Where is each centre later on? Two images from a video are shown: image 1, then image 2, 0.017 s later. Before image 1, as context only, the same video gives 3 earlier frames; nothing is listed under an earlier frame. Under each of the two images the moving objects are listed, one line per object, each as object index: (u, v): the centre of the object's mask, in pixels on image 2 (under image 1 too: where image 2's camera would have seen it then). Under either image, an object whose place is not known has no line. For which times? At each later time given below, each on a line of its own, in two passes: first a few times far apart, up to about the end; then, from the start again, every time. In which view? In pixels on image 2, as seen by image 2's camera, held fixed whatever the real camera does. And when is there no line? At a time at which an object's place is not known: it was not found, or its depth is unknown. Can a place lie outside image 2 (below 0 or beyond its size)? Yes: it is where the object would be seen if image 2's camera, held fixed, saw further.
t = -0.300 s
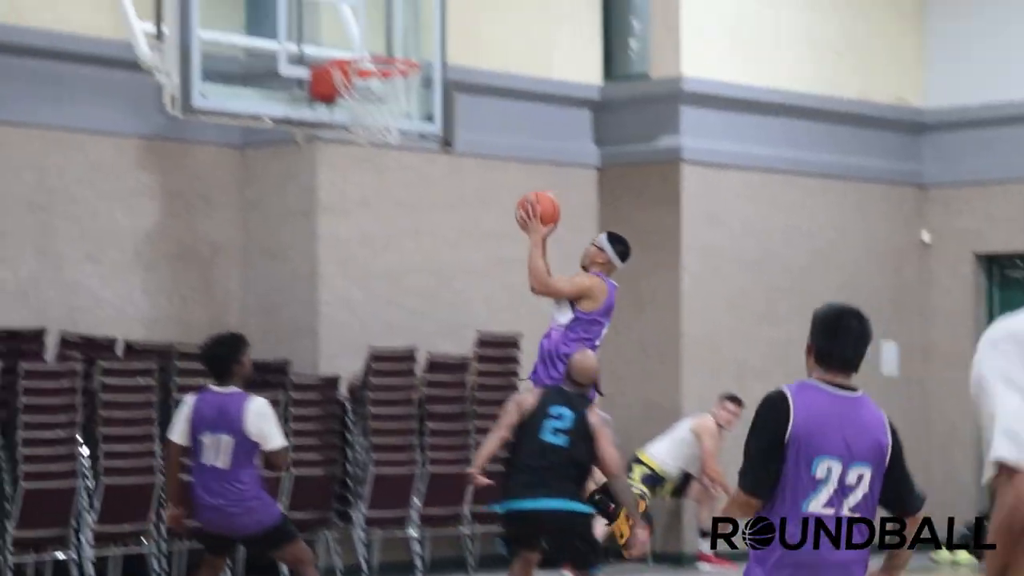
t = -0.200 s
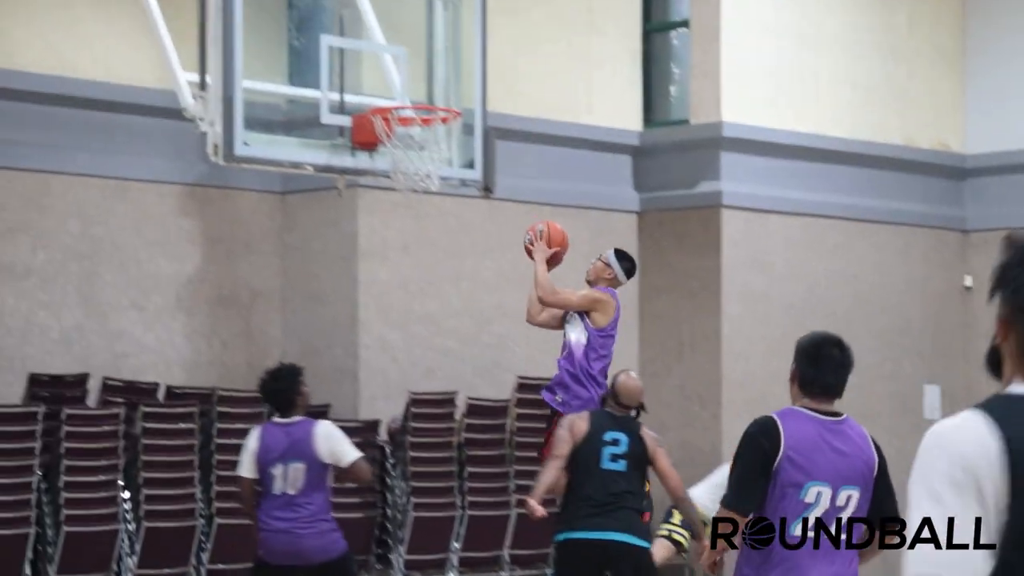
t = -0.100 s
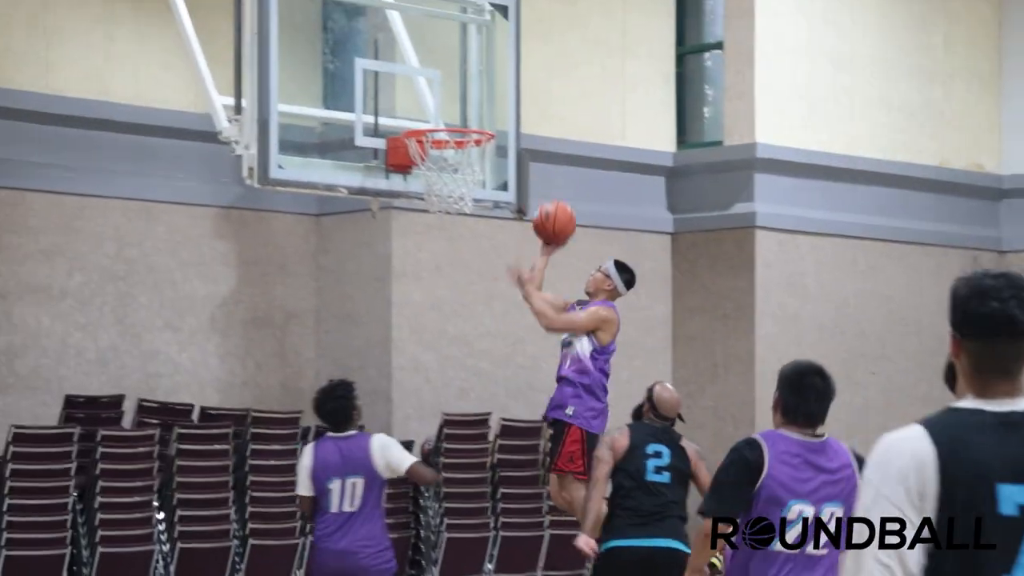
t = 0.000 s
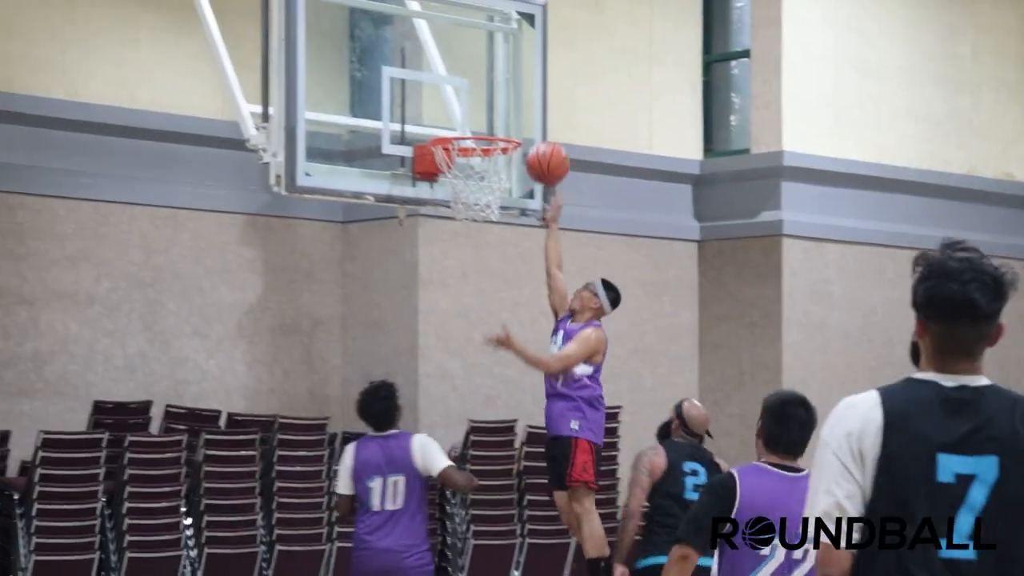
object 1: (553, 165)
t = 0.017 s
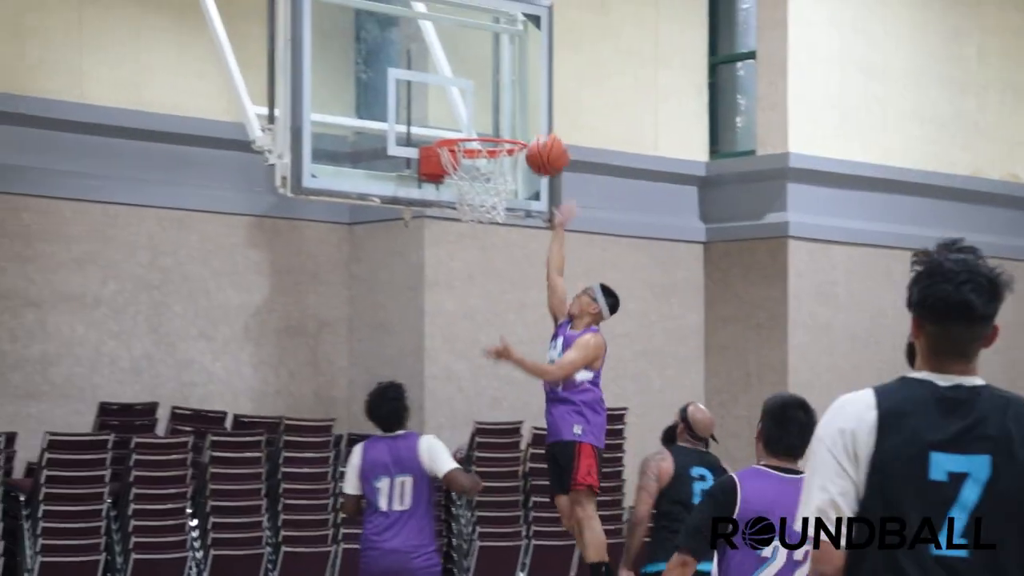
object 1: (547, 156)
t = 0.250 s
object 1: (506, 74)
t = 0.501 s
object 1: (516, 110)
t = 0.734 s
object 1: (468, 130)
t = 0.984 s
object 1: (495, 207)
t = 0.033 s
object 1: (542, 145)
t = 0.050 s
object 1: (536, 135)
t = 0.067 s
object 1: (529, 125)
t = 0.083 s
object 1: (522, 119)
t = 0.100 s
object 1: (516, 111)
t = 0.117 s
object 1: (510, 104)
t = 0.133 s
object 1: (504, 97)
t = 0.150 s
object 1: (501, 92)
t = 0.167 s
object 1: (502, 87)
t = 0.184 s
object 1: (503, 84)
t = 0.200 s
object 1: (504, 80)
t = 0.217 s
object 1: (505, 78)
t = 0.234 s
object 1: (505, 76)
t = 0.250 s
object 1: (506, 74)
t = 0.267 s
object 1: (506, 73)
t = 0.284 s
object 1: (507, 72)
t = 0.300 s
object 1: (508, 71)
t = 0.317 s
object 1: (509, 72)
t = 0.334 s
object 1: (510, 73)
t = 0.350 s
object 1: (510, 74)
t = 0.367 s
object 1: (511, 76)
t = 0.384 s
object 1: (512, 78)
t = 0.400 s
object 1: (513, 81)
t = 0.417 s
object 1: (513, 84)
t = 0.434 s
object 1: (514, 88)
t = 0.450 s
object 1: (514, 93)
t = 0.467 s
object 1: (515, 98)
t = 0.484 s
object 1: (515, 104)
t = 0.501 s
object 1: (516, 110)
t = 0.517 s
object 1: (517, 117)
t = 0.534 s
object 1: (516, 120)
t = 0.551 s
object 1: (513, 120)
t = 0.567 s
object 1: (508, 118)
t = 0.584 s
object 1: (504, 118)
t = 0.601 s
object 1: (501, 117)
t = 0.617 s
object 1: (497, 117)
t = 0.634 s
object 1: (492, 118)
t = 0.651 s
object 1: (488, 119)
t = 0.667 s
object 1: (484, 120)
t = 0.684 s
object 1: (480, 121)
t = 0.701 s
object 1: (476, 122)
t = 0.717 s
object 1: (472, 124)
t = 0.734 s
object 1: (468, 130)
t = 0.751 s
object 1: (465, 137)
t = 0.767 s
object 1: (462, 144)
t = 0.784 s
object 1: (464, 146)
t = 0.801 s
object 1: (467, 149)
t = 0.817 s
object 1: (469, 153)
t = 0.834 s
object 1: (472, 157)
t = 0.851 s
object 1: (478, 160)
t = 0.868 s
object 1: (479, 164)
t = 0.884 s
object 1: (479, 167)
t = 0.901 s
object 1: (483, 174)
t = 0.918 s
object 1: (487, 183)
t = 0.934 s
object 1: (489, 189)
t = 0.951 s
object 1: (492, 195)
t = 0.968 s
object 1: (493, 200)
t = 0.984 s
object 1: (495, 207)
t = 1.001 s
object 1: (497, 219)
